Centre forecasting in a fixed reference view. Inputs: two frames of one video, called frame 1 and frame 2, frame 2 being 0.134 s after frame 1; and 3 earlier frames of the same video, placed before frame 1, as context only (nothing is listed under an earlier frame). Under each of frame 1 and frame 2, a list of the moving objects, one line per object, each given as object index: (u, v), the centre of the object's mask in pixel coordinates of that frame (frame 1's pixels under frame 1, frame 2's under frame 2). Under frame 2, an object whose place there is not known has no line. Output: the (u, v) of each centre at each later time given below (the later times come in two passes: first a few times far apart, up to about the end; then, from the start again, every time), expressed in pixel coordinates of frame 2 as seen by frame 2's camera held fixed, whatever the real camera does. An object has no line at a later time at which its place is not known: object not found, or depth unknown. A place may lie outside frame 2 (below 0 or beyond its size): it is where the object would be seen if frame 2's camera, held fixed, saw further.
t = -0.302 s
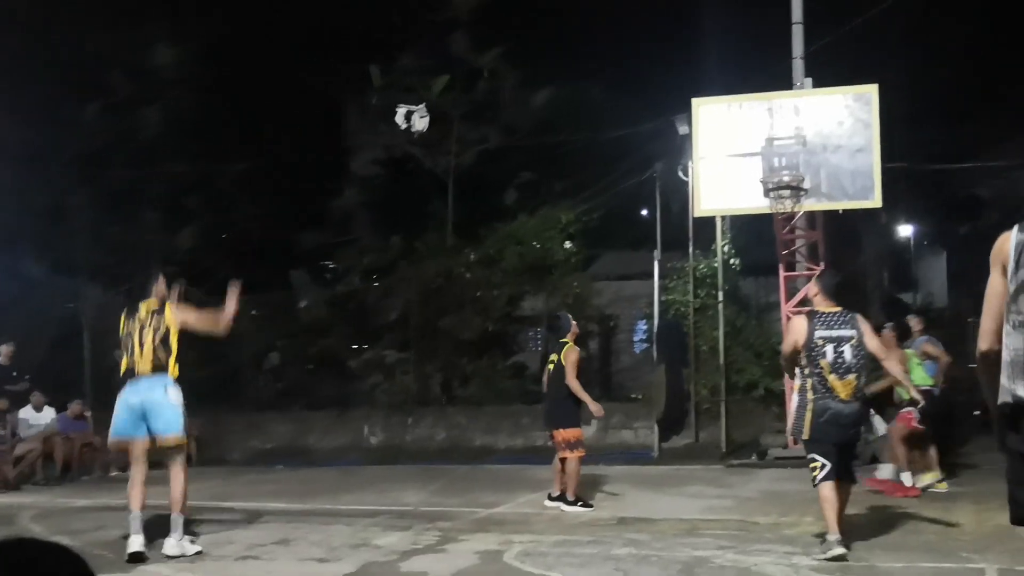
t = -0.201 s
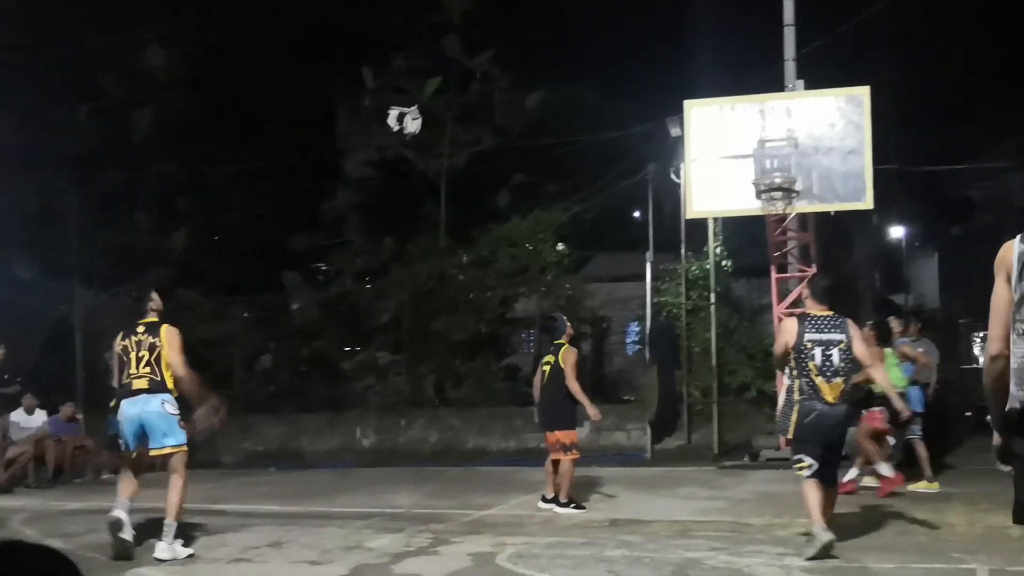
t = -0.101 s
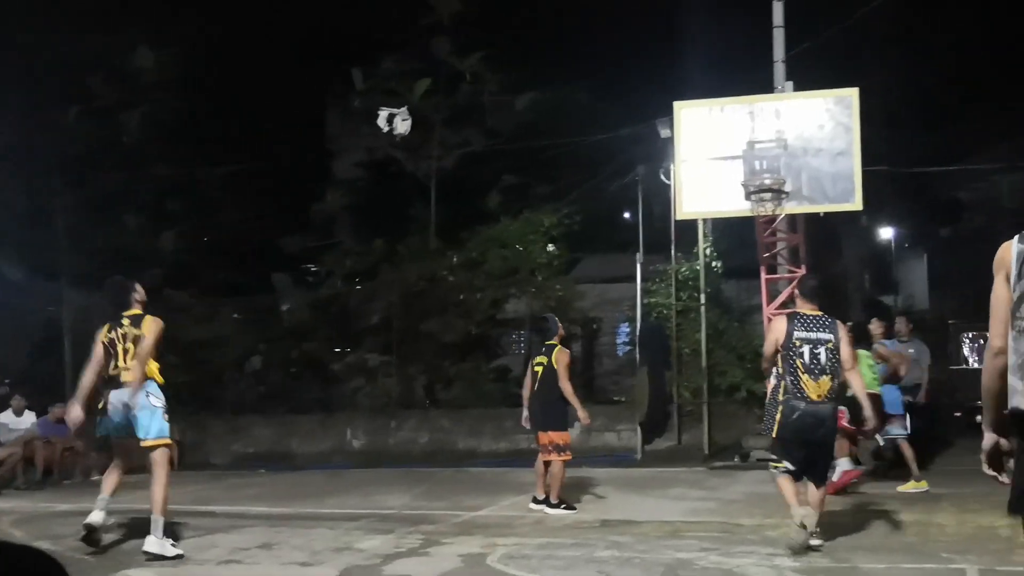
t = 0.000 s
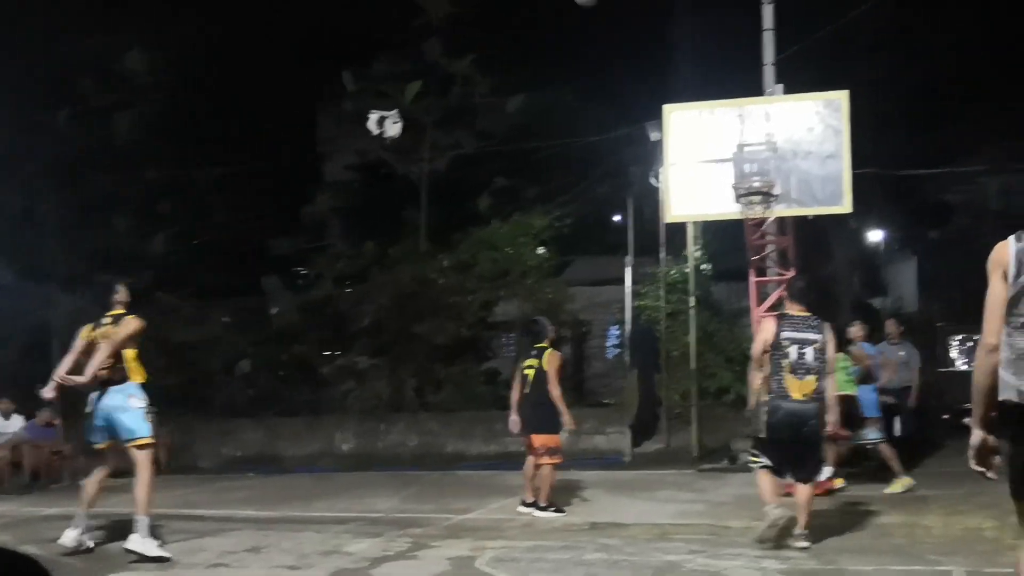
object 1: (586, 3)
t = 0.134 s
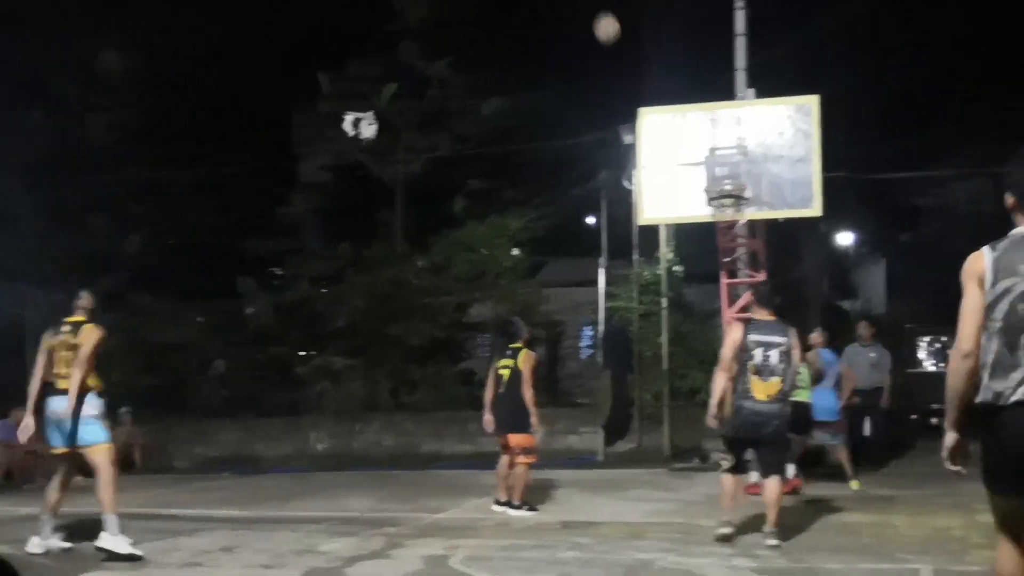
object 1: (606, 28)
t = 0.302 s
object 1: (658, 92)
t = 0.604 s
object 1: (742, 164)
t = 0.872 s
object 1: (797, 153)
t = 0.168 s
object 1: (618, 39)
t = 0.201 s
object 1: (628, 51)
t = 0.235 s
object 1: (639, 65)
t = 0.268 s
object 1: (649, 78)
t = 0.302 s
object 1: (658, 92)
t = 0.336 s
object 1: (669, 104)
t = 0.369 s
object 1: (678, 122)
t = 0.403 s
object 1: (688, 139)
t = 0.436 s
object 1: (697, 159)
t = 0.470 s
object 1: (708, 173)
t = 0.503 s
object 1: (715, 181)
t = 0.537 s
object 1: (724, 174)
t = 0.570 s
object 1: (734, 169)
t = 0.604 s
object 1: (742, 164)
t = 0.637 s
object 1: (748, 160)
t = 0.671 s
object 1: (755, 158)
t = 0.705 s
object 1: (761, 150)
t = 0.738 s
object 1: (768, 151)
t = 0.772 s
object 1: (776, 151)
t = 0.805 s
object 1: (782, 149)
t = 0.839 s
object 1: (789, 151)
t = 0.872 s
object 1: (797, 153)
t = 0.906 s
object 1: (804, 158)
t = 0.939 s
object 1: (811, 162)
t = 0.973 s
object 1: (819, 170)
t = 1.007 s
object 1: (827, 176)
